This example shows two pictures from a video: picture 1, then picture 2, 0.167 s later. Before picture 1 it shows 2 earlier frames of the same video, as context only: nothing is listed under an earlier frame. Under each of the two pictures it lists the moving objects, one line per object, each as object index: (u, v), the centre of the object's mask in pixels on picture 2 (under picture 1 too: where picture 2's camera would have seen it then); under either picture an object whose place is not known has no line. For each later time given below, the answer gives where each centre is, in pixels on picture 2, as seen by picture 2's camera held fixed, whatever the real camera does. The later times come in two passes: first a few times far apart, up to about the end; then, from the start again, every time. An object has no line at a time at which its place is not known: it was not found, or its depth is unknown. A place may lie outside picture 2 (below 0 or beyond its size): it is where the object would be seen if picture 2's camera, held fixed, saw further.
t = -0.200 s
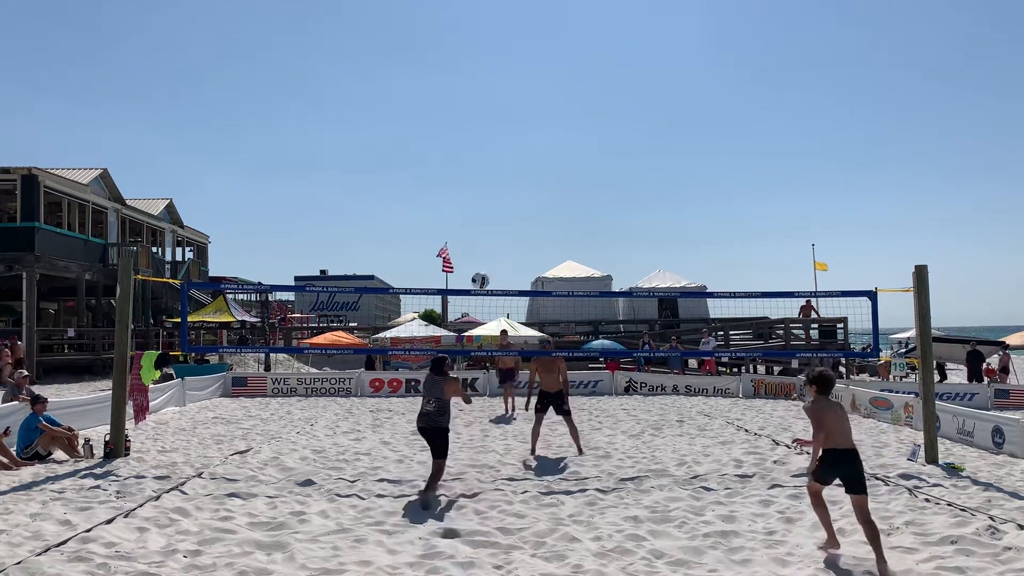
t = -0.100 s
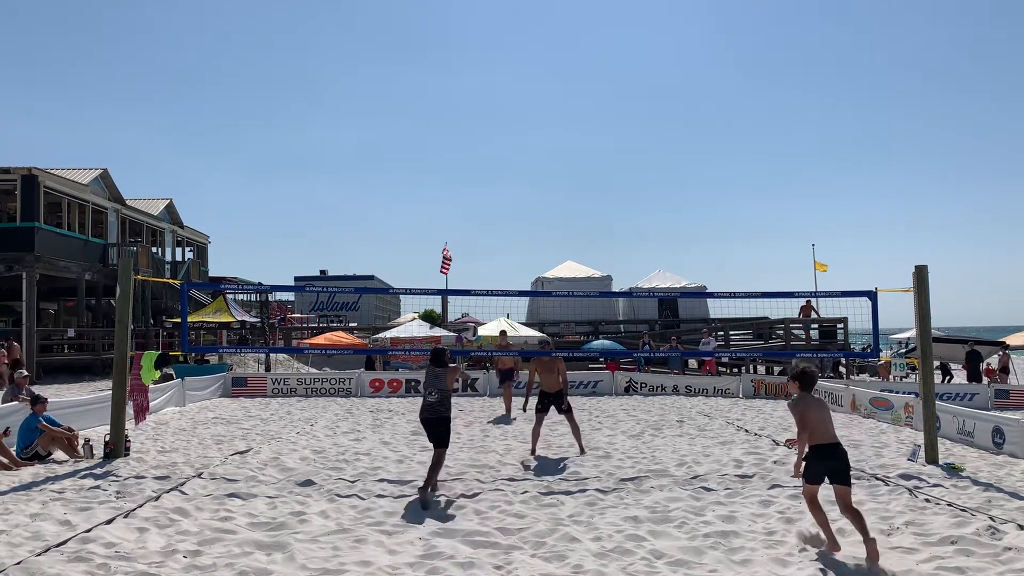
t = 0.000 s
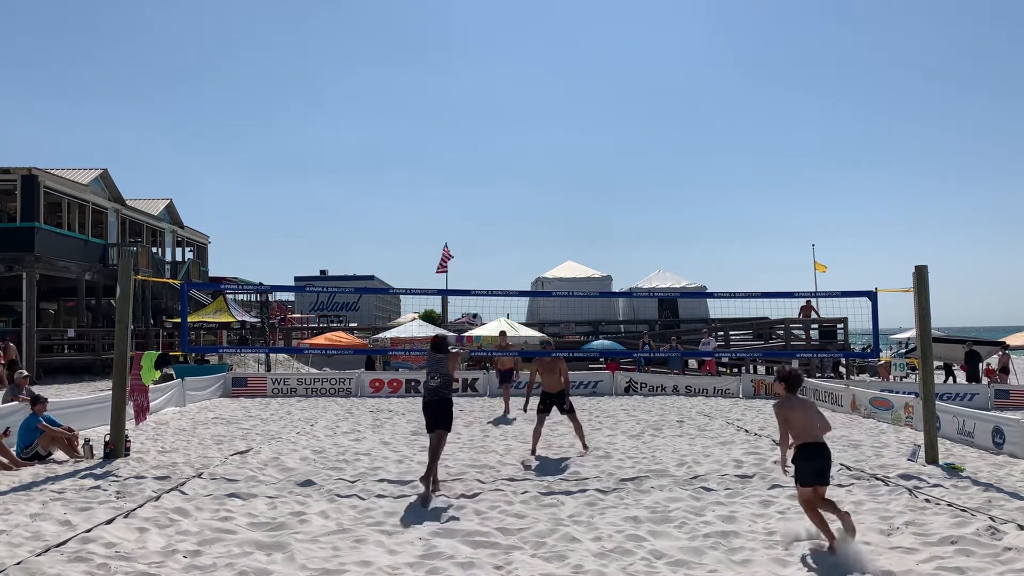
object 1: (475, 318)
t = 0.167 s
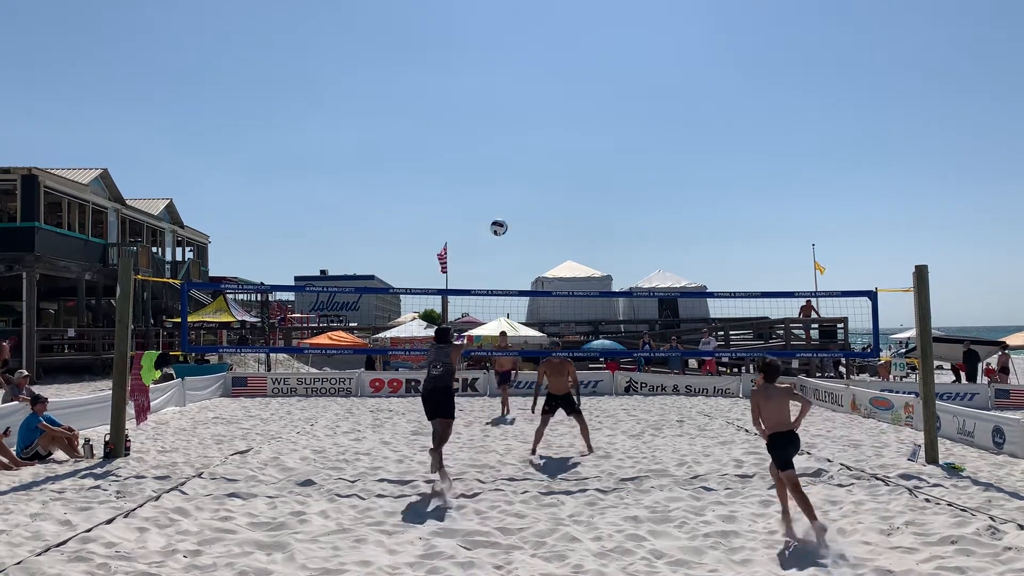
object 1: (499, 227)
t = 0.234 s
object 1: (509, 197)
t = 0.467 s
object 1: (549, 117)
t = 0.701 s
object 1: (585, 78)
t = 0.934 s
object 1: (626, 84)
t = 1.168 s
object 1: (667, 134)
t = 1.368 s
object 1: (704, 214)
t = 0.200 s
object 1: (504, 212)
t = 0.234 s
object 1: (509, 197)
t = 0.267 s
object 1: (515, 183)
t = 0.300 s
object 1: (522, 169)
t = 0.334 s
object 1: (528, 156)
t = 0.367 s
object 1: (533, 145)
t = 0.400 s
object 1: (539, 135)
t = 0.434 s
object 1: (544, 125)
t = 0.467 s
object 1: (549, 117)
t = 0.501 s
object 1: (555, 108)
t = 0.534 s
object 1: (561, 101)
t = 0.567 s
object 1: (566, 95)
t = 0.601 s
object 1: (569, 90)
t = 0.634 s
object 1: (574, 85)
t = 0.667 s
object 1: (580, 81)
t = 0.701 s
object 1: (585, 78)
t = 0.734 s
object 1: (591, 77)
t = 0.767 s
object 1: (597, 76)
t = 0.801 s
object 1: (602, 76)
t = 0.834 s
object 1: (608, 76)
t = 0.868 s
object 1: (614, 78)
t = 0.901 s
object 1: (620, 81)
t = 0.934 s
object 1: (626, 84)
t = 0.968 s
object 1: (632, 89)
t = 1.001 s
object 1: (638, 94)
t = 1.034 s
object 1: (643, 100)
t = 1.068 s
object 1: (649, 107)
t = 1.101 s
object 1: (655, 115)
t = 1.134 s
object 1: (661, 124)
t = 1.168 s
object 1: (667, 134)
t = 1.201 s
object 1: (673, 145)
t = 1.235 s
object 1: (680, 157)
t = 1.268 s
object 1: (686, 170)
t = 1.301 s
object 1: (692, 184)
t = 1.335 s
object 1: (698, 198)
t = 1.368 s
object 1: (704, 214)
